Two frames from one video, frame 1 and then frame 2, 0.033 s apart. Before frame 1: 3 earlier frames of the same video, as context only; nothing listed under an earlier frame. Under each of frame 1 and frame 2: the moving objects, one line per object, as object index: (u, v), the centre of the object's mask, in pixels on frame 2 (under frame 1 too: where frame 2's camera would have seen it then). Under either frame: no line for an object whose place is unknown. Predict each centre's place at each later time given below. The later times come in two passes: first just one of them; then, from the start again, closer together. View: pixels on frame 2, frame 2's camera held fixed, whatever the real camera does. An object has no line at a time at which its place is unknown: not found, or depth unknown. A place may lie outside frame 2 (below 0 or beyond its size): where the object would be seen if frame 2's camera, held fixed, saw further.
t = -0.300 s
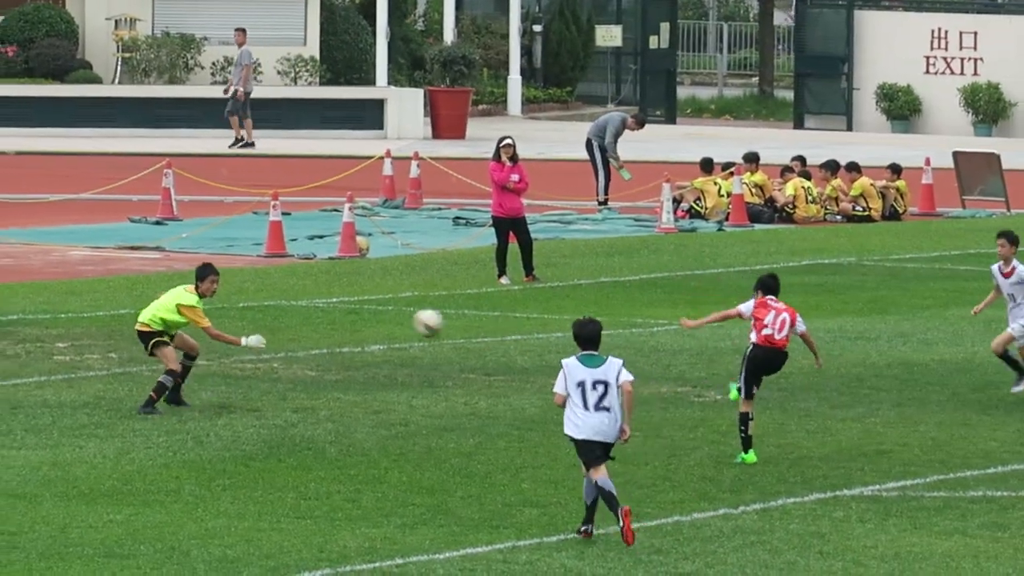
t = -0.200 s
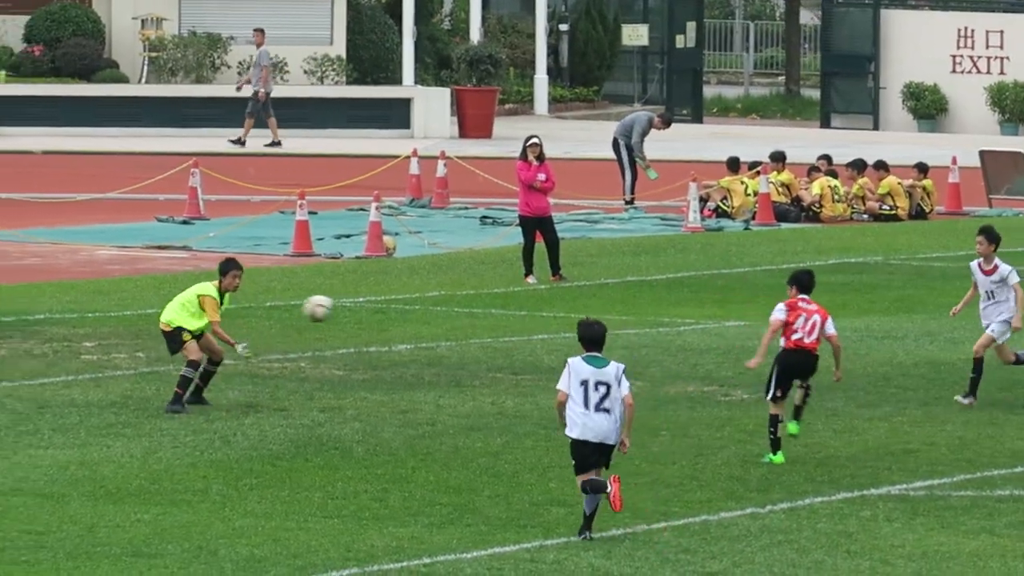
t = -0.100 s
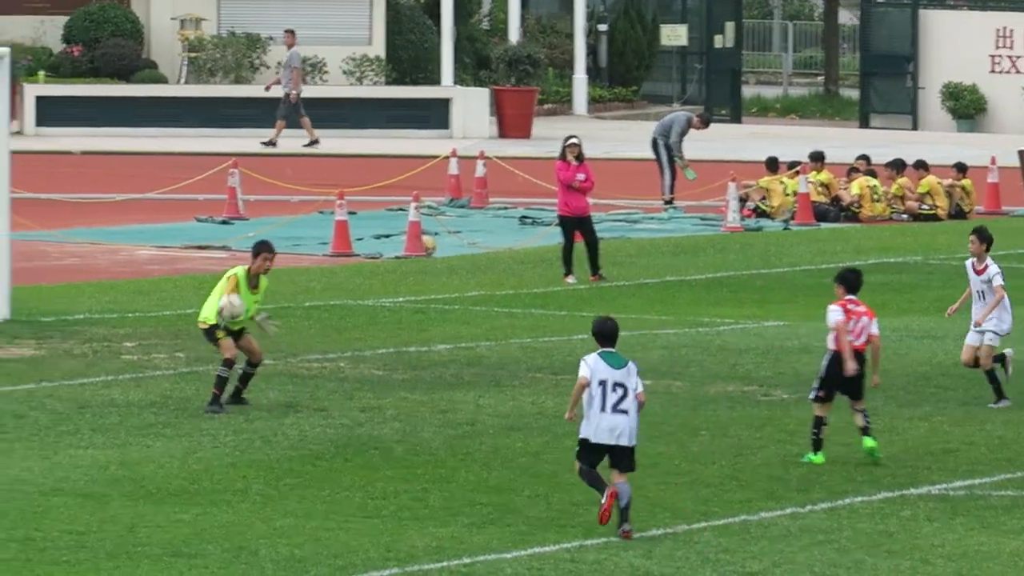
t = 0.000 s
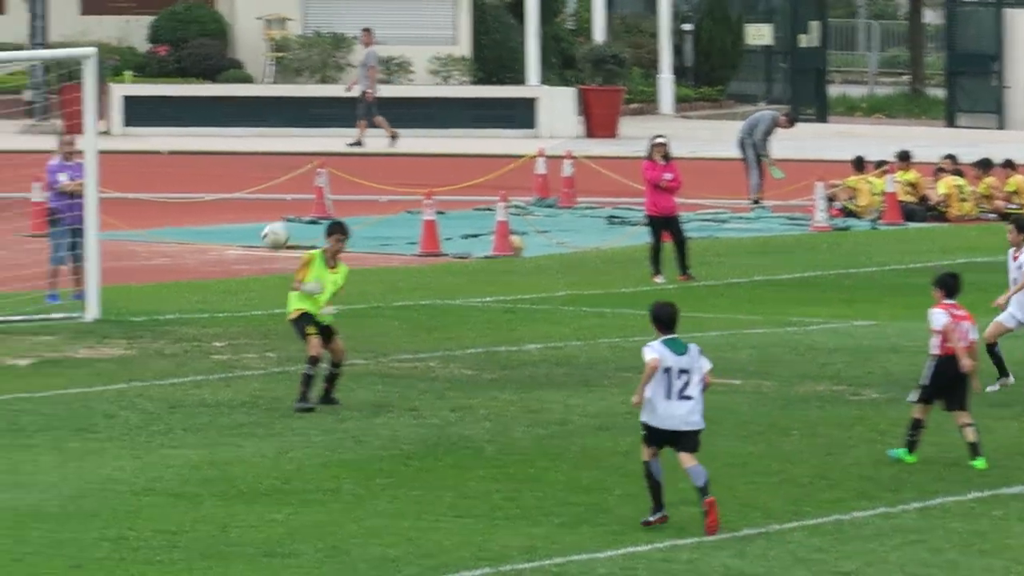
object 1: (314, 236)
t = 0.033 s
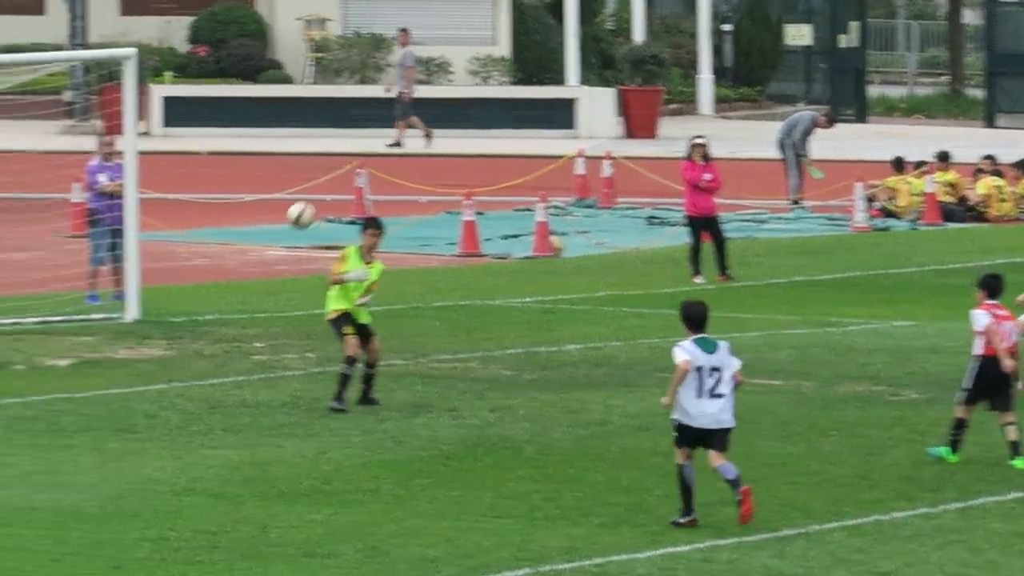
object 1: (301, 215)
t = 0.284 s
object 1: (199, 97)
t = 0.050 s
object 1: (293, 205)
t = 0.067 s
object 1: (287, 195)
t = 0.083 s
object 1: (280, 185)
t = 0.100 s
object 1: (273, 176)
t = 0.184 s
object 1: (241, 134)
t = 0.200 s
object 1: (234, 127)
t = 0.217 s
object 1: (228, 119)
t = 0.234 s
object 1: (221, 113)
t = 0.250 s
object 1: (213, 107)
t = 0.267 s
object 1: (207, 103)
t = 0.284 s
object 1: (199, 97)
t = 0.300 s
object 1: (192, 93)
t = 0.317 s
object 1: (186, 88)
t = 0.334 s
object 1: (179, 83)
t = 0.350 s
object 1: (172, 79)
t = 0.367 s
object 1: (165, 76)
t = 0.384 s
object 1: (158, 73)
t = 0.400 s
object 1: (151, 76)
